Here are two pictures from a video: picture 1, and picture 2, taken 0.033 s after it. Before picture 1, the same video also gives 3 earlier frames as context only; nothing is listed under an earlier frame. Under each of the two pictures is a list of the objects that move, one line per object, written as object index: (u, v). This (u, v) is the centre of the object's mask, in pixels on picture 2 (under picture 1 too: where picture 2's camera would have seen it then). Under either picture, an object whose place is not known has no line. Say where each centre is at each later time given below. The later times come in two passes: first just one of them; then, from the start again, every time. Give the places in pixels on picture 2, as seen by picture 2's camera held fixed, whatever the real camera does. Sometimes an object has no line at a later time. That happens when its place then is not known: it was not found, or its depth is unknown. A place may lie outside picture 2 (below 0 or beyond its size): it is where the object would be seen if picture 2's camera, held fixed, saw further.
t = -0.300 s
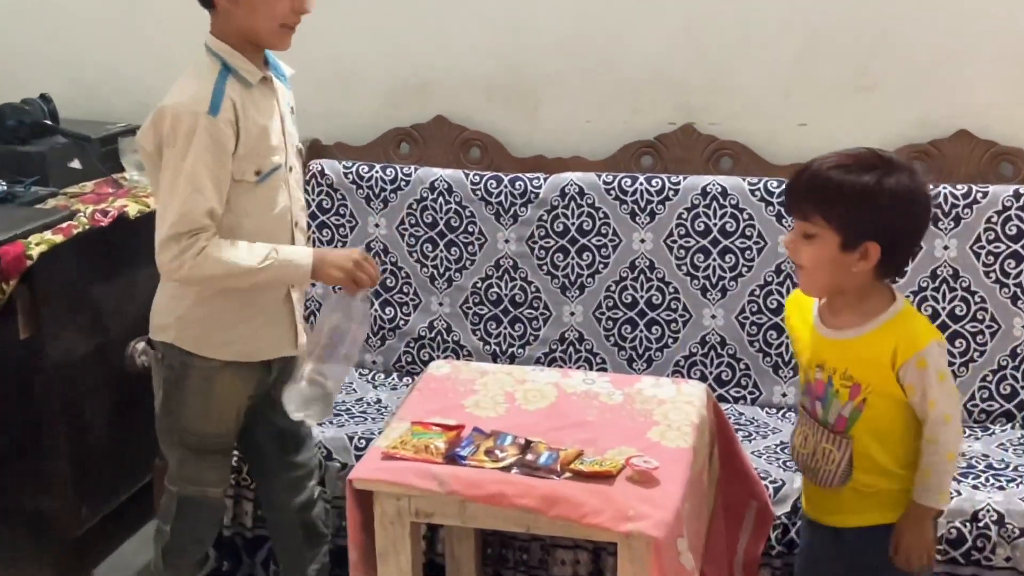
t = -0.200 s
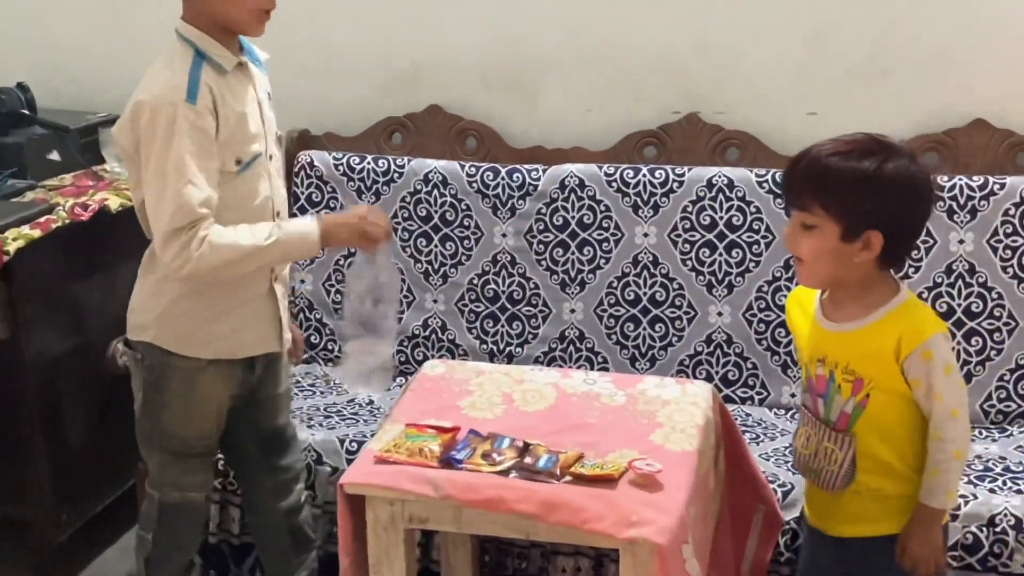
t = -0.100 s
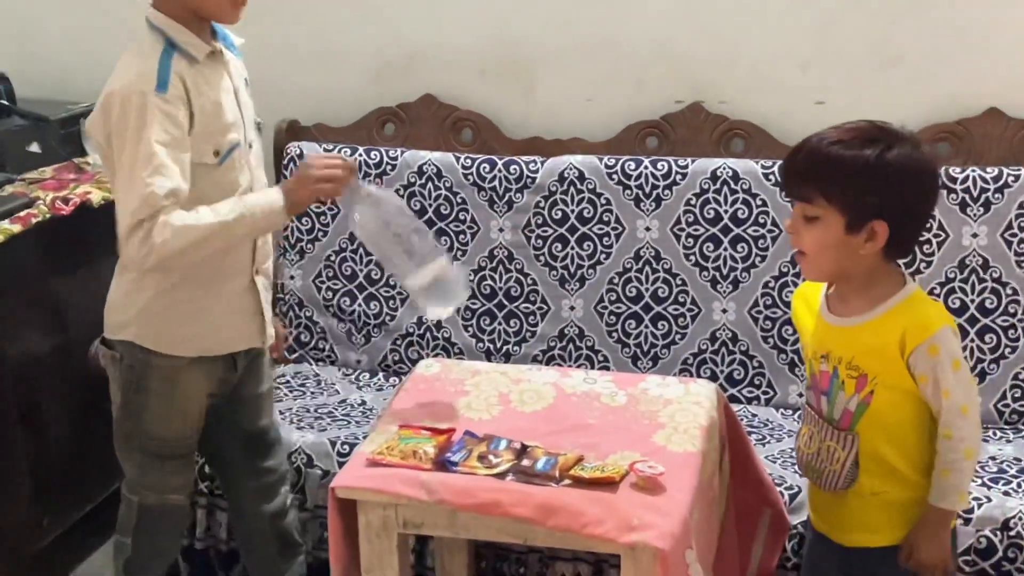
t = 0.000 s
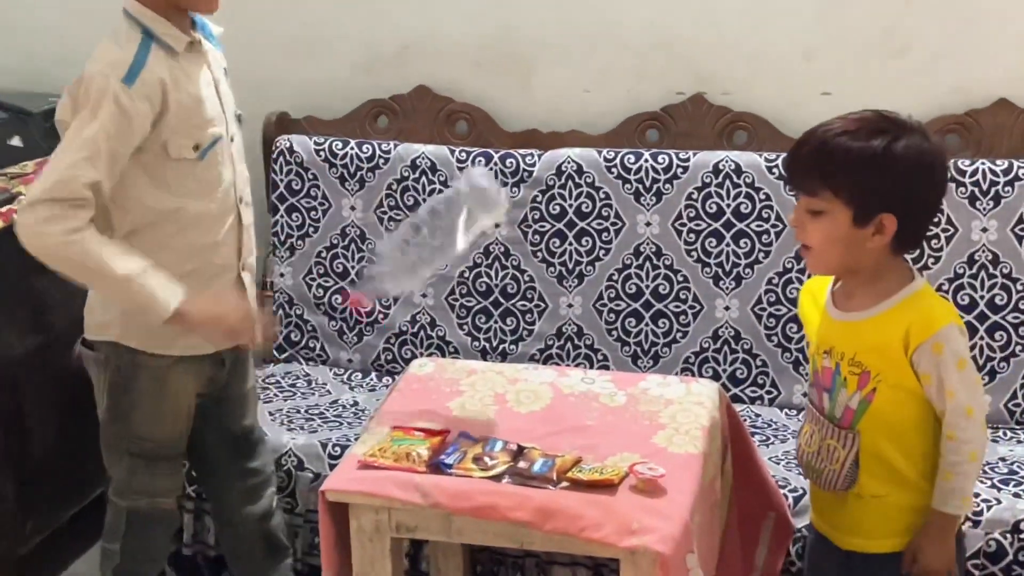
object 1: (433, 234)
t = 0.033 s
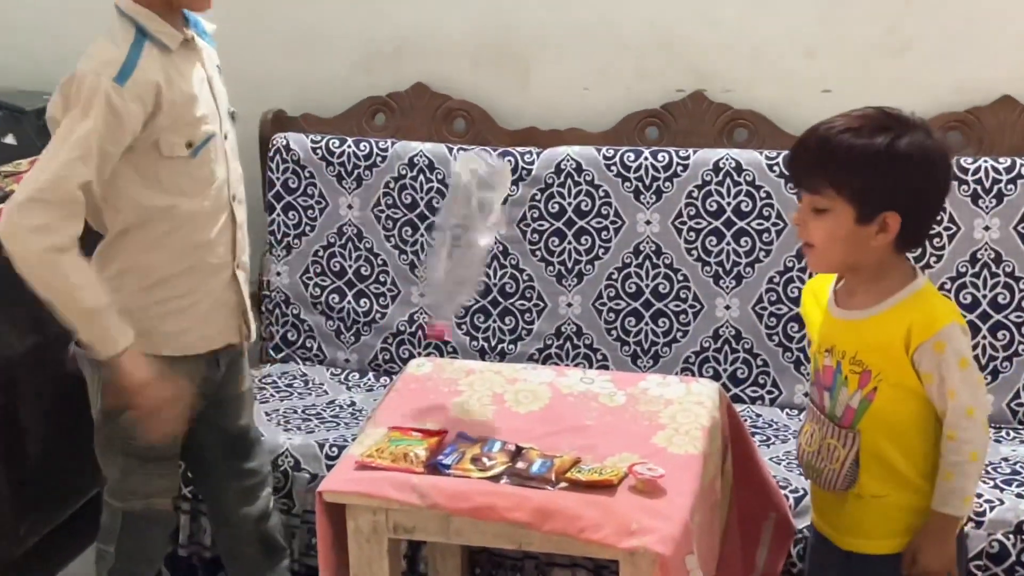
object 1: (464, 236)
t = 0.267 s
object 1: (570, 343)
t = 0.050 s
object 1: (479, 235)
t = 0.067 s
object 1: (492, 232)
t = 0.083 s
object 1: (504, 229)
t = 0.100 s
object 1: (513, 226)
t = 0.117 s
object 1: (519, 225)
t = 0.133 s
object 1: (524, 228)
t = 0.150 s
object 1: (530, 234)
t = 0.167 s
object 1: (536, 243)
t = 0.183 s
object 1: (542, 253)
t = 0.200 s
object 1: (547, 268)
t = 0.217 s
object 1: (553, 284)
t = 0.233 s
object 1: (558, 301)
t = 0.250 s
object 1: (566, 320)
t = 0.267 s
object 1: (570, 343)
